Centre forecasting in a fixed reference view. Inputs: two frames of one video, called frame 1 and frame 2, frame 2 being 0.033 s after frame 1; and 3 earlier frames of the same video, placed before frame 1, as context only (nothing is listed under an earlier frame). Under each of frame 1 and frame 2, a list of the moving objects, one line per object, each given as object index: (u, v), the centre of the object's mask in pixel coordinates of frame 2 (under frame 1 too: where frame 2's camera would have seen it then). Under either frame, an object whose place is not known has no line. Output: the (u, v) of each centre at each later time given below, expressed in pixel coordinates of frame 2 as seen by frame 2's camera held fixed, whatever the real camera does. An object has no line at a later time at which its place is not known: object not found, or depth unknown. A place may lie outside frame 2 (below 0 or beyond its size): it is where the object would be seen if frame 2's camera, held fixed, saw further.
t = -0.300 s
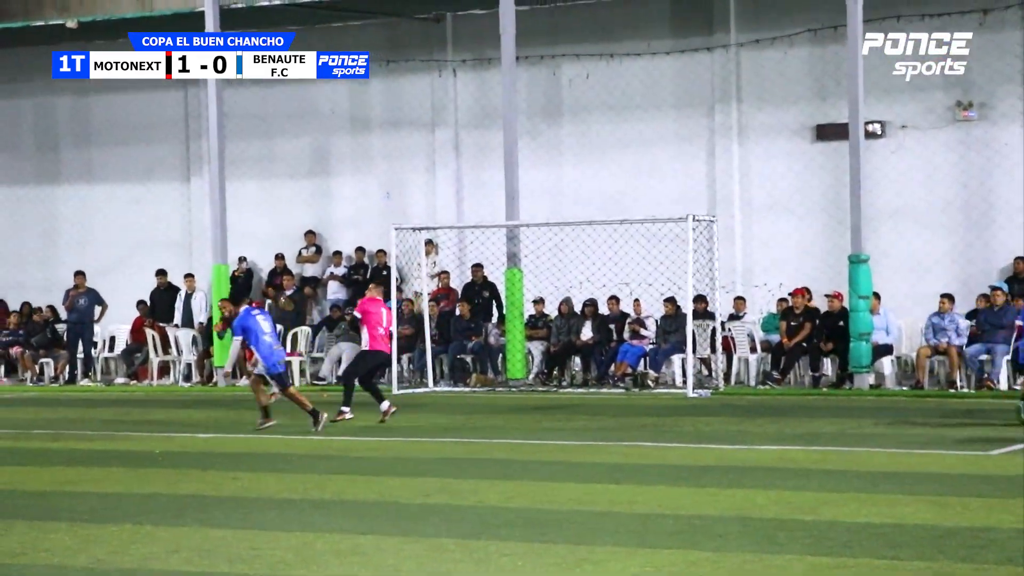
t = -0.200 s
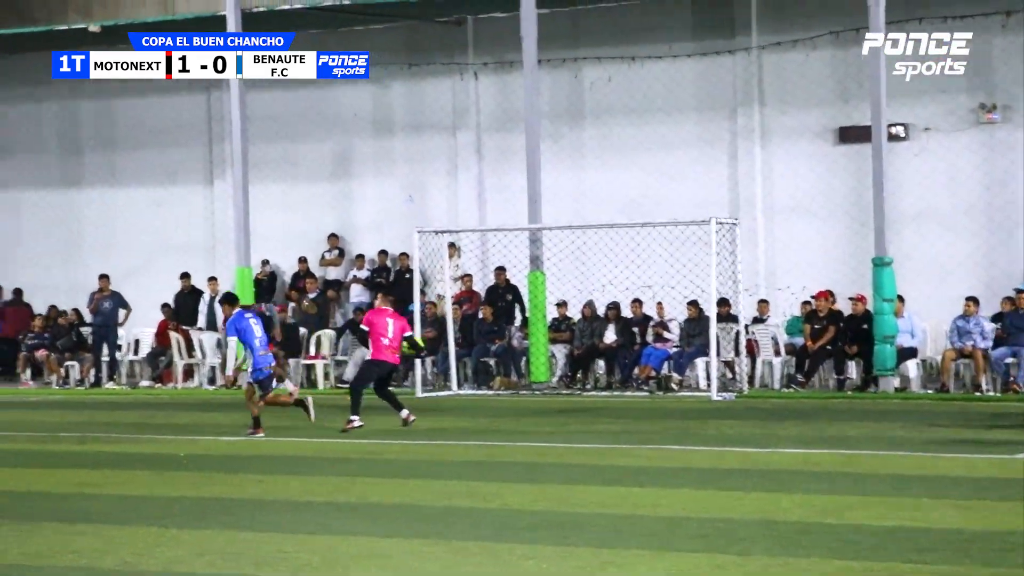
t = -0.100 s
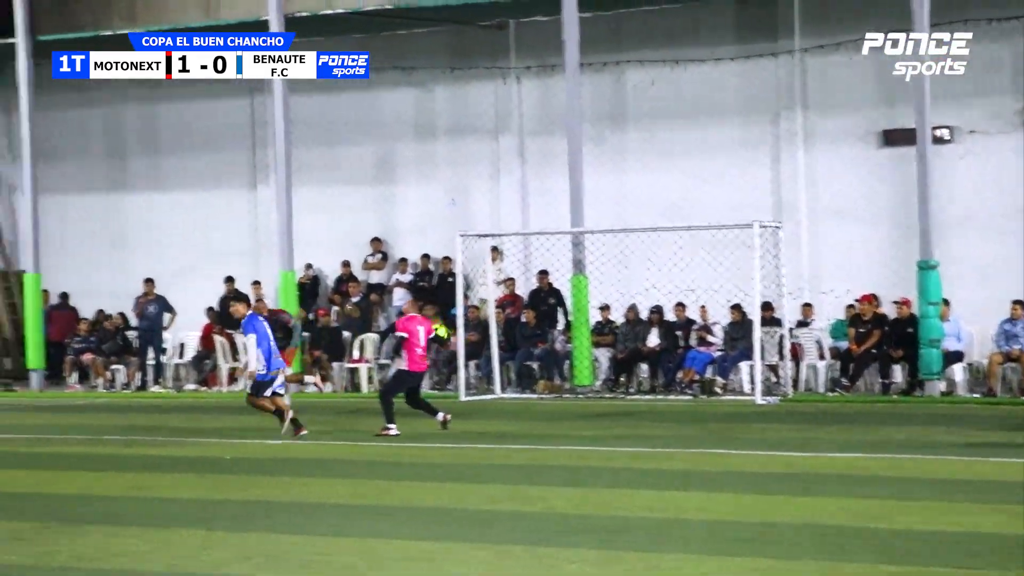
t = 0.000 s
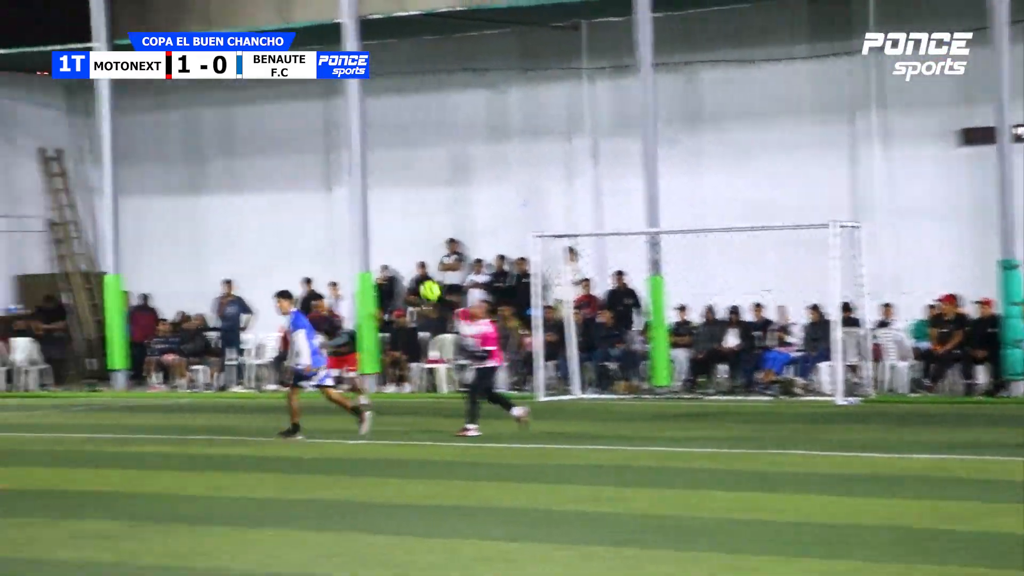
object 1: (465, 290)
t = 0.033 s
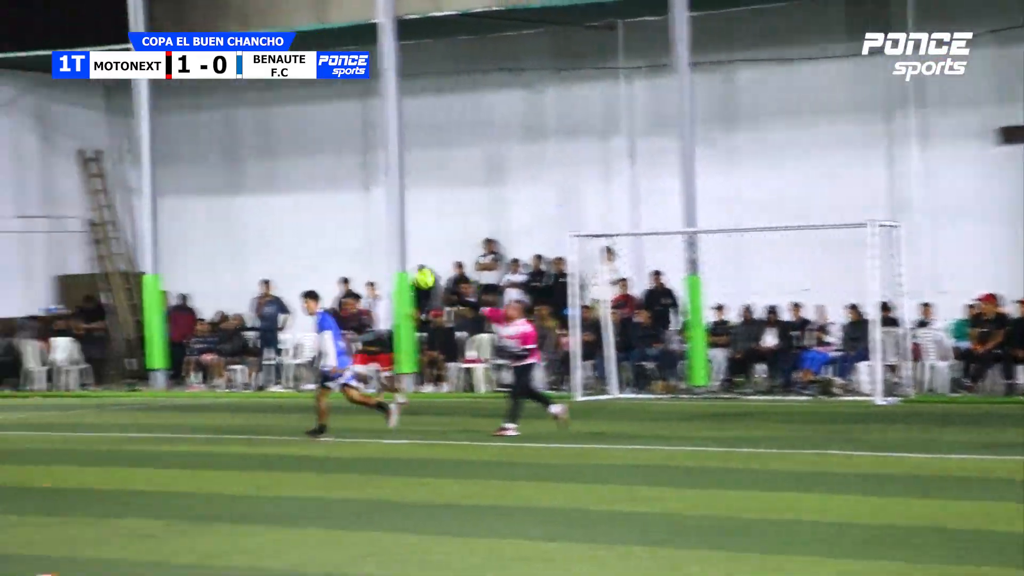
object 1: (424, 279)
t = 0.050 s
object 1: (403, 273)
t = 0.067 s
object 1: (382, 268)
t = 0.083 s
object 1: (360, 262)
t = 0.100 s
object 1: (338, 257)
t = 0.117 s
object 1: (315, 252)
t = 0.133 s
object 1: (293, 246)
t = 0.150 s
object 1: (269, 241)
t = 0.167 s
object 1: (246, 237)
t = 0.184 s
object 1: (221, 231)
